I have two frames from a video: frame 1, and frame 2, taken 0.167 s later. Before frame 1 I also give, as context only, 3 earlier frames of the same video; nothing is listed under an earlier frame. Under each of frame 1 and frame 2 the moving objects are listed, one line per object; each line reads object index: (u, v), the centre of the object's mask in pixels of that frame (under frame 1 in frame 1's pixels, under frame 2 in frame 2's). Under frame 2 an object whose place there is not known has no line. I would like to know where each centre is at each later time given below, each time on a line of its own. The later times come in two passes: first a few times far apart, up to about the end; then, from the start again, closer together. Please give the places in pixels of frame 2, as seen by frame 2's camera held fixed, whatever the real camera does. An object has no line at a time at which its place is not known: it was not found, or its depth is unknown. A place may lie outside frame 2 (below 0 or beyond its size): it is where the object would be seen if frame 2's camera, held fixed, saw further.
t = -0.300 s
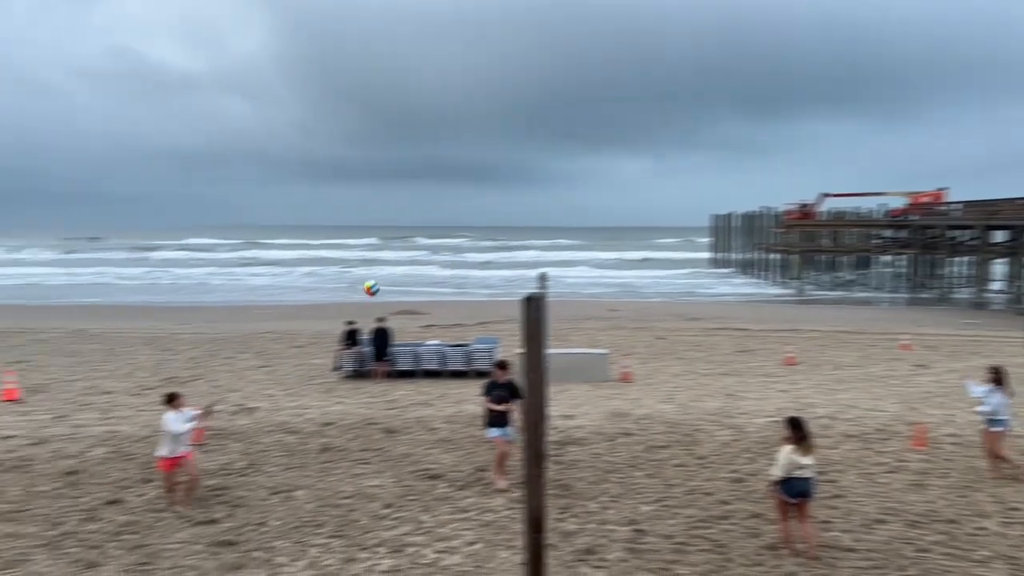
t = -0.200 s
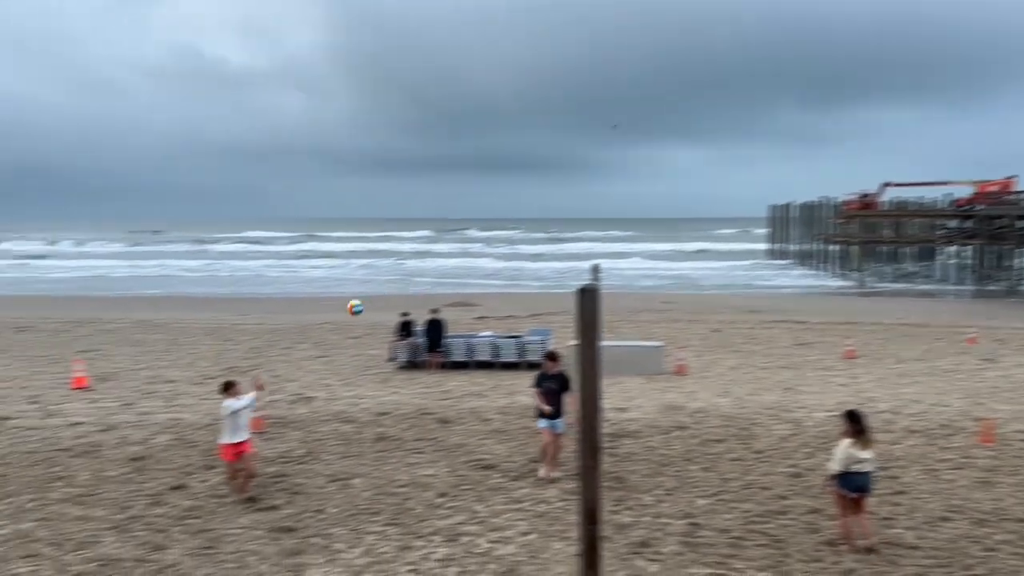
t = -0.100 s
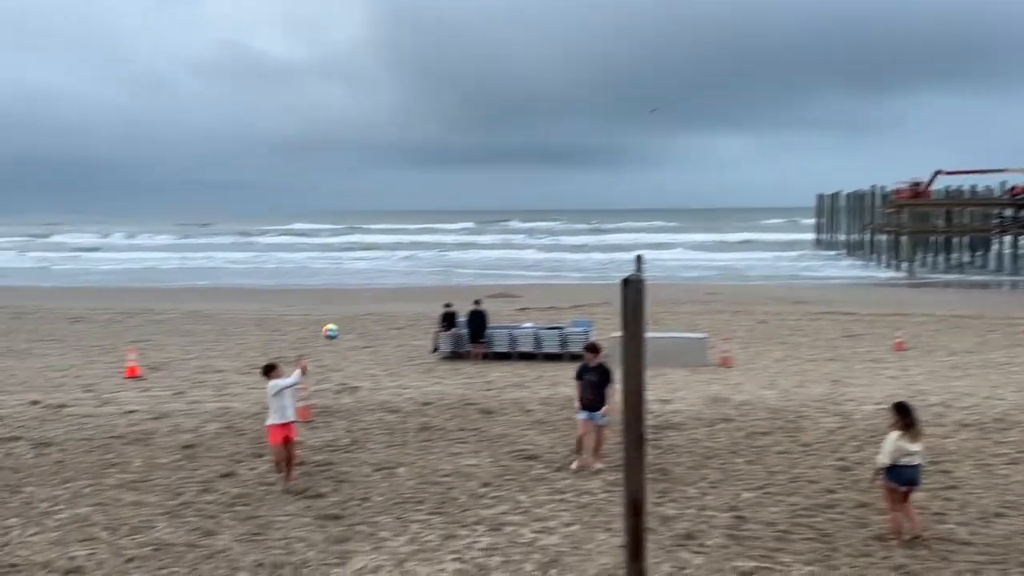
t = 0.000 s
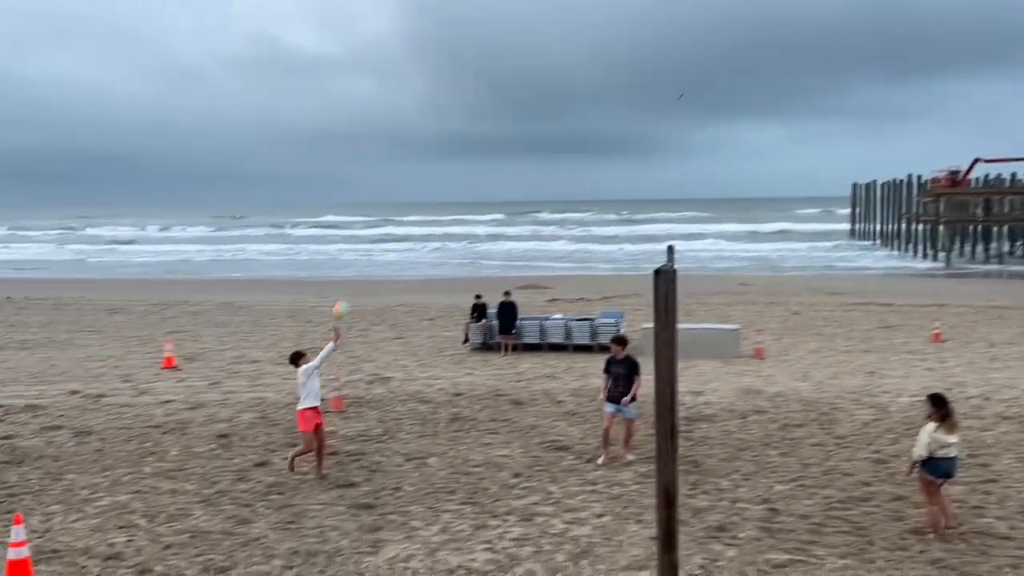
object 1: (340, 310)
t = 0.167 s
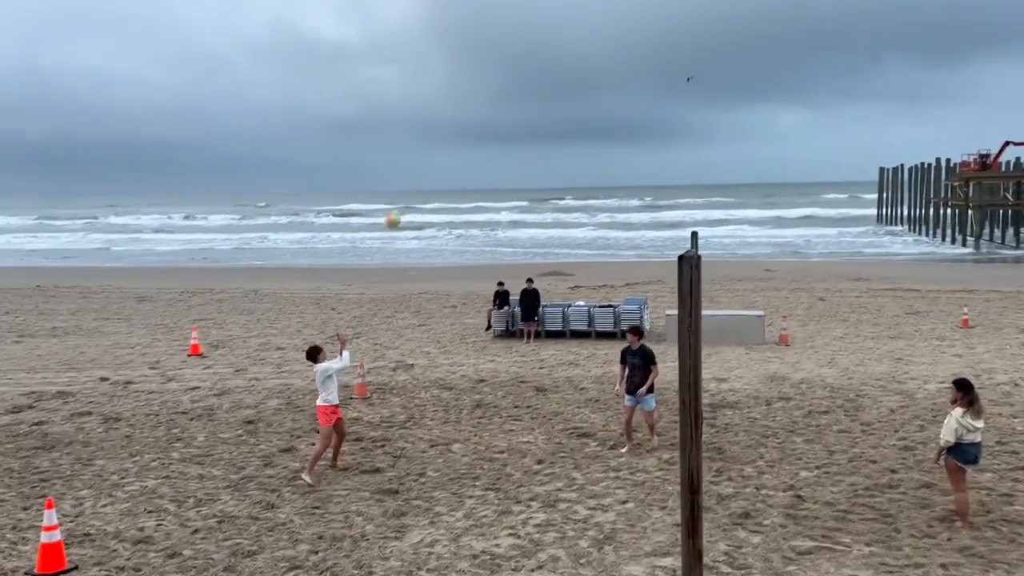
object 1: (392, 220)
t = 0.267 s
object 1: (410, 183)
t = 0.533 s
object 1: (452, 123)
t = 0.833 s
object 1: (498, 117)
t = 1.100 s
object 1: (536, 161)
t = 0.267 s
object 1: (410, 183)
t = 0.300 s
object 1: (415, 172)
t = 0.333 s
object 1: (420, 162)
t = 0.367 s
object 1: (426, 153)
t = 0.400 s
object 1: (431, 146)
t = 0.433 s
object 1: (436, 139)
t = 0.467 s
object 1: (441, 132)
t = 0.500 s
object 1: (447, 127)
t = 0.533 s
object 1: (452, 123)
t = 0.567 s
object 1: (457, 119)
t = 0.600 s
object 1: (463, 116)
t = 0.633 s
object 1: (467, 113)
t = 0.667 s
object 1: (472, 113)
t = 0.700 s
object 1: (477, 112)
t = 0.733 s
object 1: (483, 112)
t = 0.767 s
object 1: (488, 113)
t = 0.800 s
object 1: (493, 114)
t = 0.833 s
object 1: (498, 117)
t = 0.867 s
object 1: (503, 120)
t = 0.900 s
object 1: (508, 123)
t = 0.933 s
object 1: (512, 128)
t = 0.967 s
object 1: (517, 133)
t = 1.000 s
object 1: (522, 139)
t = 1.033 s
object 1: (527, 146)
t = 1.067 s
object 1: (532, 152)
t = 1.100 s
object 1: (536, 161)
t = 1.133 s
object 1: (541, 169)
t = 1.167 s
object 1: (545, 178)
